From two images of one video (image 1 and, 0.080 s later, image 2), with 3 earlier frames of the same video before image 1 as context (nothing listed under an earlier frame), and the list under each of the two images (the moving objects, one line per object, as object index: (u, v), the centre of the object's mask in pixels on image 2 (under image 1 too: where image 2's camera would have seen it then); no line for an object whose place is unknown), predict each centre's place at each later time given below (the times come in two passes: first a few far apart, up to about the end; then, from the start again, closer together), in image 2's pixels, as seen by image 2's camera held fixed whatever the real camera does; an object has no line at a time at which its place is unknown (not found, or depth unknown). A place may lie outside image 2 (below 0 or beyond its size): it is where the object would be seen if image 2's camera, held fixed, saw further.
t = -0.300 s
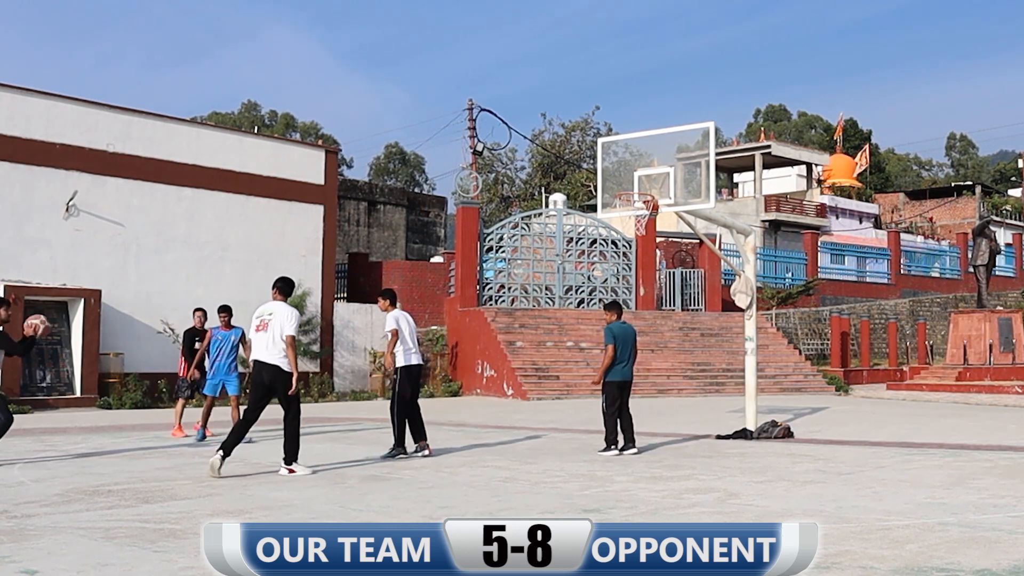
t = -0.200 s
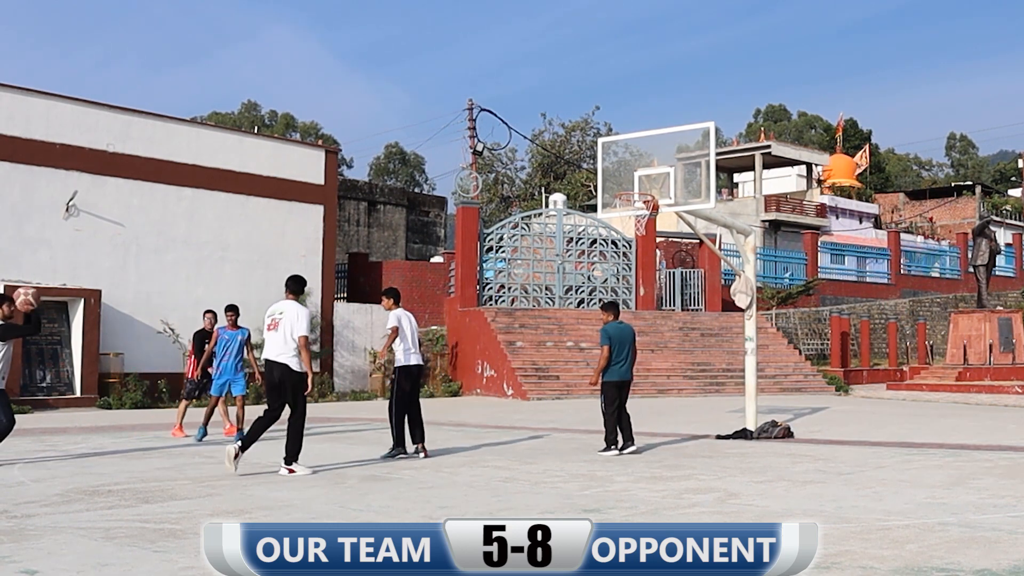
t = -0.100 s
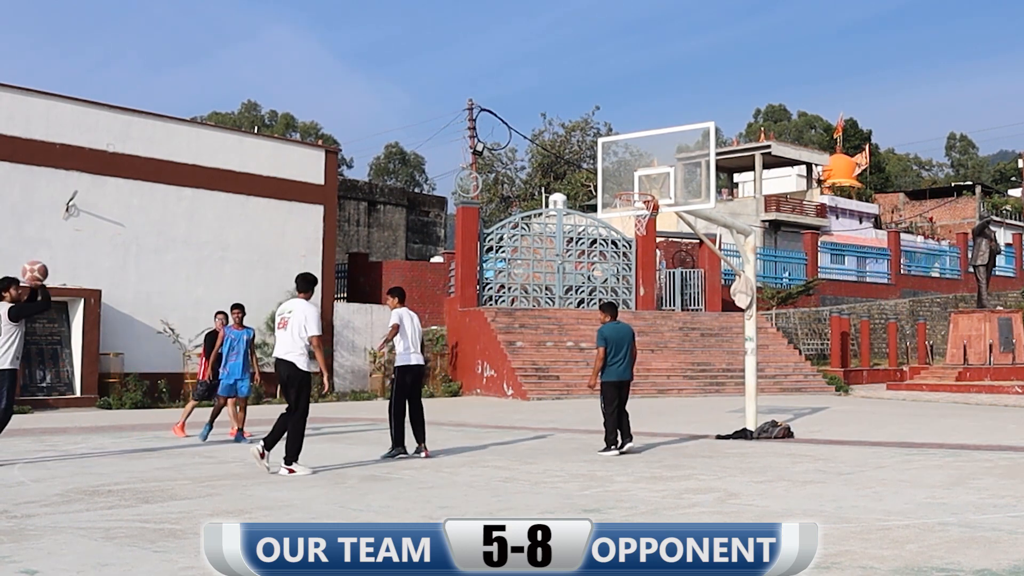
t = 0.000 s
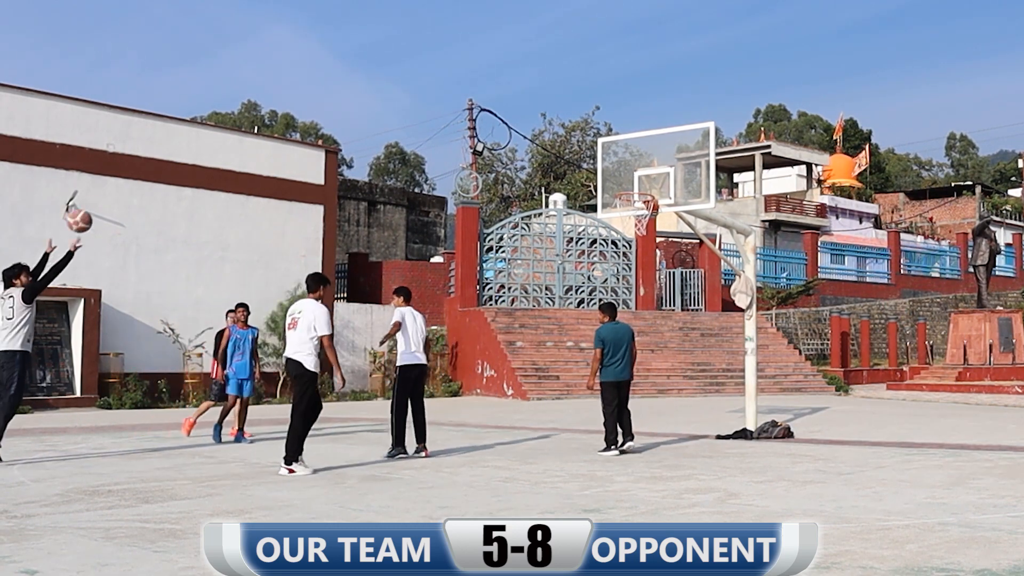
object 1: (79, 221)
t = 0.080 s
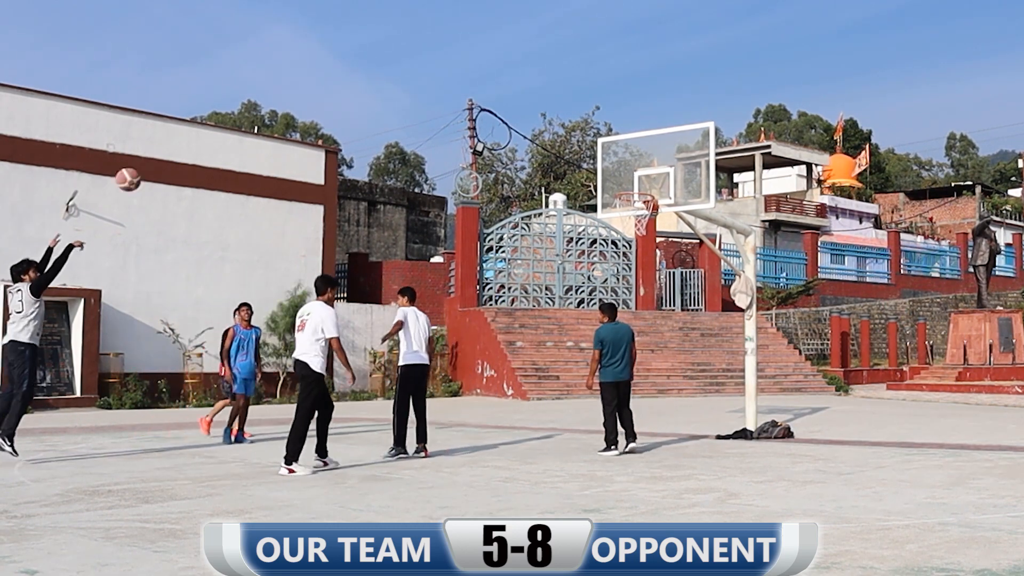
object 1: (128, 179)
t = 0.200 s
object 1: (198, 131)
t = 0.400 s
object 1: (304, 84)
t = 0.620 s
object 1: (411, 75)
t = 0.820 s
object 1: (500, 102)
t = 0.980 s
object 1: (565, 144)
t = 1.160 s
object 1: (606, 174)
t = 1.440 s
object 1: (570, 132)
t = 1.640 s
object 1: (545, 140)
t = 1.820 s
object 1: (522, 173)
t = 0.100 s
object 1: (139, 170)
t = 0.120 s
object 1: (151, 161)
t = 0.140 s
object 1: (163, 153)
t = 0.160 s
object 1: (175, 146)
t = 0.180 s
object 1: (186, 139)
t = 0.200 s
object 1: (198, 131)
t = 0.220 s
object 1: (208, 124)
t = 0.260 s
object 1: (229, 113)
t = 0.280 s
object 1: (241, 108)
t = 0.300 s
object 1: (252, 103)
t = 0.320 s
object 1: (263, 99)
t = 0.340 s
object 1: (273, 94)
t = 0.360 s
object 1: (284, 91)
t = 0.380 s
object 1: (294, 87)
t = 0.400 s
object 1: (304, 84)
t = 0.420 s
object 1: (314, 82)
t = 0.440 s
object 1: (324, 80)
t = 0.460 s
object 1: (335, 78)
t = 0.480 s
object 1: (344, 76)
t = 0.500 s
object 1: (354, 75)
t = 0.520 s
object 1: (364, 74)
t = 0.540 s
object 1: (373, 74)
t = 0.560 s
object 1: (383, 74)
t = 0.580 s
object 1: (392, 74)
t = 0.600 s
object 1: (402, 75)
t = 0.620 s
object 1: (411, 75)
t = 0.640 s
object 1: (420, 77)
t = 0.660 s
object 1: (429, 78)
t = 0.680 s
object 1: (438, 80)
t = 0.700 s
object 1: (447, 82)
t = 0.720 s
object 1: (456, 84)
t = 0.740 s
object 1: (465, 87)
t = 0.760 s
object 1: (474, 91)
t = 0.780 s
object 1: (482, 94)
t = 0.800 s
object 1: (491, 97)
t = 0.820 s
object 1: (500, 102)
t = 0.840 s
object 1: (508, 106)
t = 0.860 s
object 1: (516, 110)
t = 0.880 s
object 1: (525, 115)
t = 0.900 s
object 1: (533, 121)
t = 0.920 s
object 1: (541, 126)
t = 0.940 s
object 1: (549, 131)
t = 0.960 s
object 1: (557, 138)
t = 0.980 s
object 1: (565, 144)
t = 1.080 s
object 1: (605, 180)
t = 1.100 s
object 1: (611, 188)
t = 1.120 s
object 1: (611, 184)
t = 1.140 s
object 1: (608, 179)
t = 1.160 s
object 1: (606, 174)
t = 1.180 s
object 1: (604, 169)
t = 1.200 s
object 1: (601, 164)
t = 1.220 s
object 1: (598, 159)
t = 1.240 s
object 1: (595, 155)
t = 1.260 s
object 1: (593, 152)
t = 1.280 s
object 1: (591, 148)
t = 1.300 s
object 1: (588, 144)
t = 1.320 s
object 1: (586, 142)
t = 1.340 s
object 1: (584, 139)
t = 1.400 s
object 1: (576, 134)
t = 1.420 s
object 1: (573, 132)
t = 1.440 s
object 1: (570, 132)
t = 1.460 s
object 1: (568, 132)
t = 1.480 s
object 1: (565, 131)
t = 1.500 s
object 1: (563, 131)
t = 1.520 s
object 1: (561, 131)
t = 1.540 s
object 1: (558, 132)
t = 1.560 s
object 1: (556, 133)
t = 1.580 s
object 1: (554, 134)
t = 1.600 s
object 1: (551, 136)
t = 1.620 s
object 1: (548, 138)
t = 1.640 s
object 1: (545, 140)
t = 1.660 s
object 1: (543, 142)
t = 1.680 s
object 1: (541, 145)
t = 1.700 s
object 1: (538, 148)
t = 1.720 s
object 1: (536, 151)
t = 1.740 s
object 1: (533, 155)
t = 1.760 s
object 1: (531, 159)
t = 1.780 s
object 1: (528, 163)
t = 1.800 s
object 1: (525, 168)
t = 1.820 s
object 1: (522, 173)
